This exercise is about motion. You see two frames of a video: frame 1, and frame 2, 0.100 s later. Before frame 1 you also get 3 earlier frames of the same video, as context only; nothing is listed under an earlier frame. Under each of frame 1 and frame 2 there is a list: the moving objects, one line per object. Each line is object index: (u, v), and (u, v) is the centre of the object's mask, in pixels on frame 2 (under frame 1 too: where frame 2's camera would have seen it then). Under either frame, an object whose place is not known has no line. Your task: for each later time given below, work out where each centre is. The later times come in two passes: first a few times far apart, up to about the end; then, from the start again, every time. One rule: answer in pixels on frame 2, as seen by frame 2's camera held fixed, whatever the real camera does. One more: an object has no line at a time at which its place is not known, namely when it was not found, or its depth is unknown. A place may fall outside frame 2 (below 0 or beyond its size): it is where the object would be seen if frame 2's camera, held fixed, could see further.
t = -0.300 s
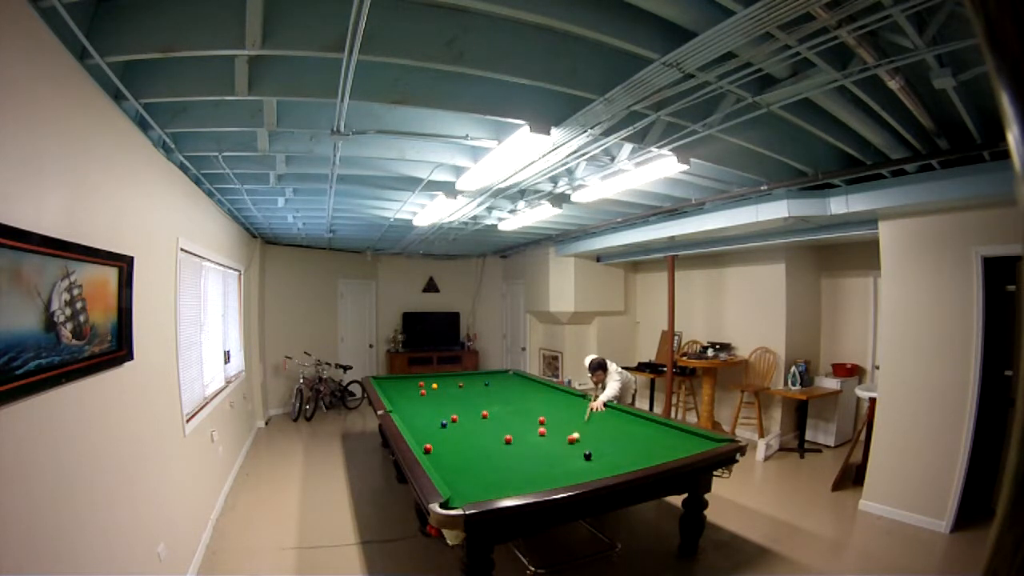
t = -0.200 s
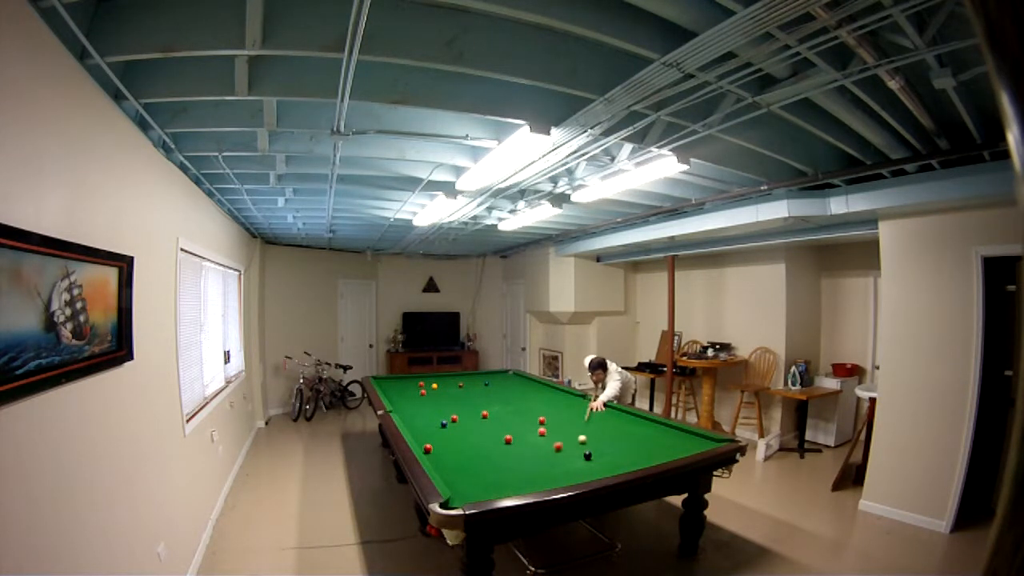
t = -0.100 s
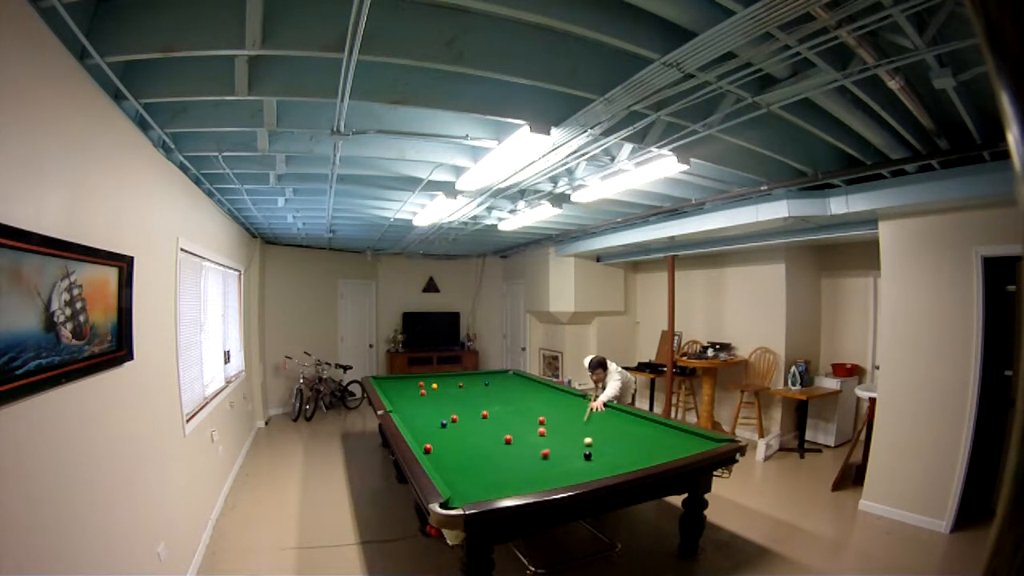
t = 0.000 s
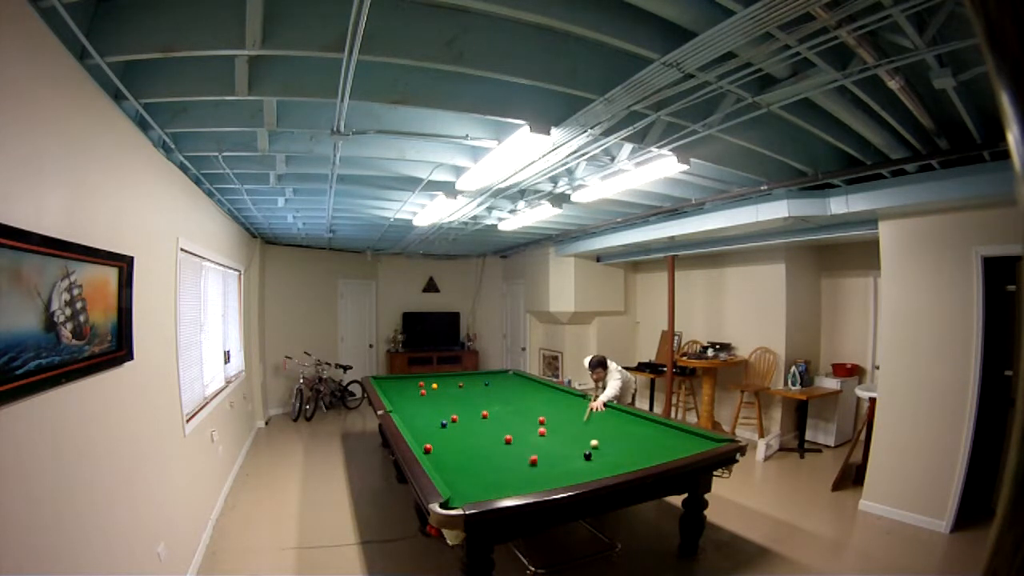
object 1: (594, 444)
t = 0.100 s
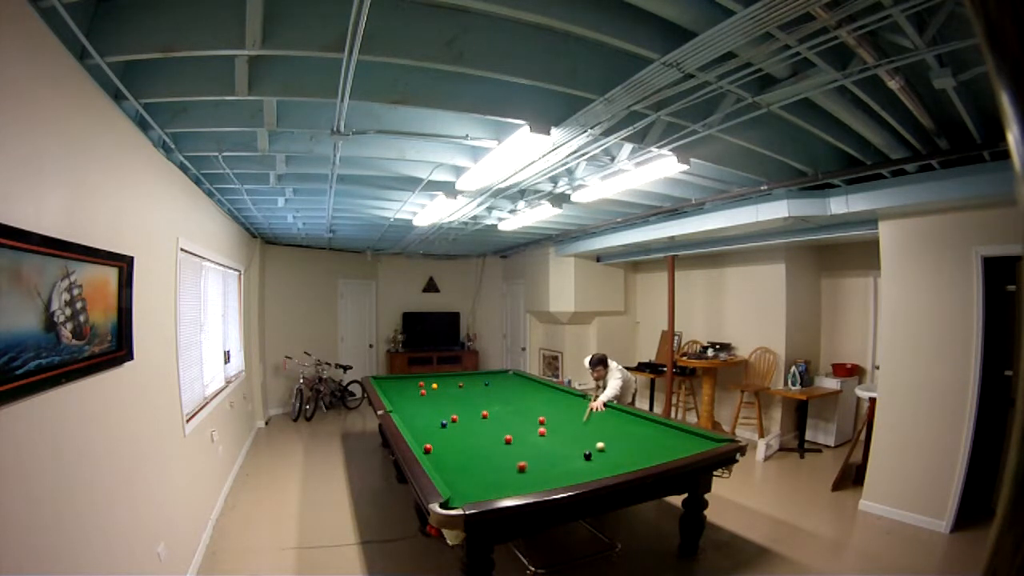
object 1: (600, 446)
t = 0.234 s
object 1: (609, 449)
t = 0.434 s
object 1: (621, 454)
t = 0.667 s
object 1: (636, 460)
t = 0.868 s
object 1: (644, 462)
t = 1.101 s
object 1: (639, 458)
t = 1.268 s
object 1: (635, 455)
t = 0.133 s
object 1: (602, 447)
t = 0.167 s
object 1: (604, 448)
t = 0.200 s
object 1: (606, 448)
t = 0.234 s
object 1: (609, 449)
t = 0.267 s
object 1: (610, 450)
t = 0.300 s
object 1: (613, 451)
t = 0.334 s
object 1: (615, 452)
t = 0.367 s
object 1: (617, 453)
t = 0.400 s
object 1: (619, 453)
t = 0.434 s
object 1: (621, 454)
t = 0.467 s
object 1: (623, 455)
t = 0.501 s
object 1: (625, 456)
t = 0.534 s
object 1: (627, 457)
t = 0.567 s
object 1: (629, 457)
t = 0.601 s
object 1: (632, 458)
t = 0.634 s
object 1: (634, 459)
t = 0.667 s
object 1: (636, 460)
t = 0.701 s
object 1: (638, 460)
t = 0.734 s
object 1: (640, 460)
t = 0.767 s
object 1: (642, 461)
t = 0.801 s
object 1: (645, 462)
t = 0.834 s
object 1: (645, 462)
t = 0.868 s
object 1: (644, 462)
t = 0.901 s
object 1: (643, 460)
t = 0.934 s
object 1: (643, 460)
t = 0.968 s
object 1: (642, 460)
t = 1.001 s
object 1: (641, 459)
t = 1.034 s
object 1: (640, 460)
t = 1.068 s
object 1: (640, 459)
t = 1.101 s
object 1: (639, 458)
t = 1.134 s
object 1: (639, 458)
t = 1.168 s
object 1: (638, 457)
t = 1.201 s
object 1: (637, 457)
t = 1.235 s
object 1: (636, 456)
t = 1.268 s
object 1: (635, 455)
